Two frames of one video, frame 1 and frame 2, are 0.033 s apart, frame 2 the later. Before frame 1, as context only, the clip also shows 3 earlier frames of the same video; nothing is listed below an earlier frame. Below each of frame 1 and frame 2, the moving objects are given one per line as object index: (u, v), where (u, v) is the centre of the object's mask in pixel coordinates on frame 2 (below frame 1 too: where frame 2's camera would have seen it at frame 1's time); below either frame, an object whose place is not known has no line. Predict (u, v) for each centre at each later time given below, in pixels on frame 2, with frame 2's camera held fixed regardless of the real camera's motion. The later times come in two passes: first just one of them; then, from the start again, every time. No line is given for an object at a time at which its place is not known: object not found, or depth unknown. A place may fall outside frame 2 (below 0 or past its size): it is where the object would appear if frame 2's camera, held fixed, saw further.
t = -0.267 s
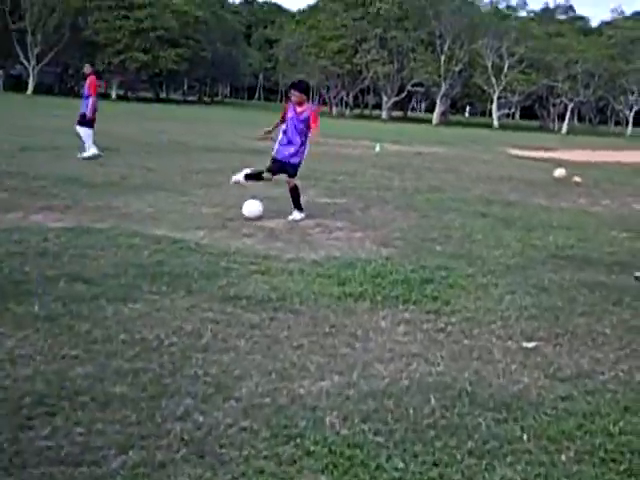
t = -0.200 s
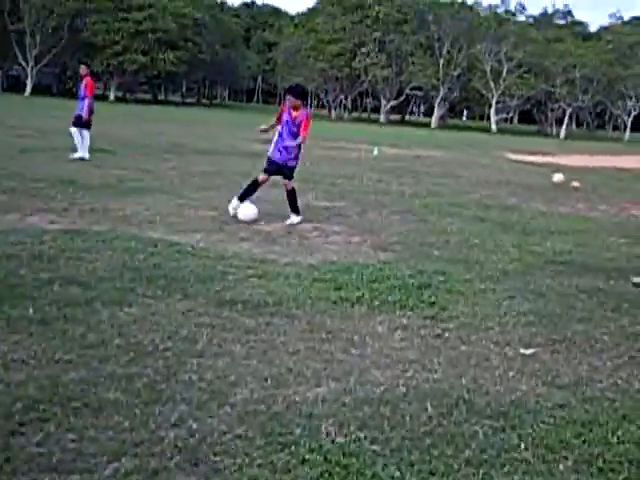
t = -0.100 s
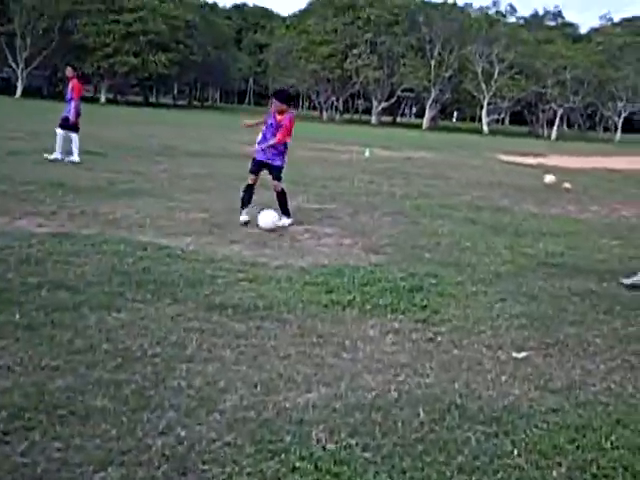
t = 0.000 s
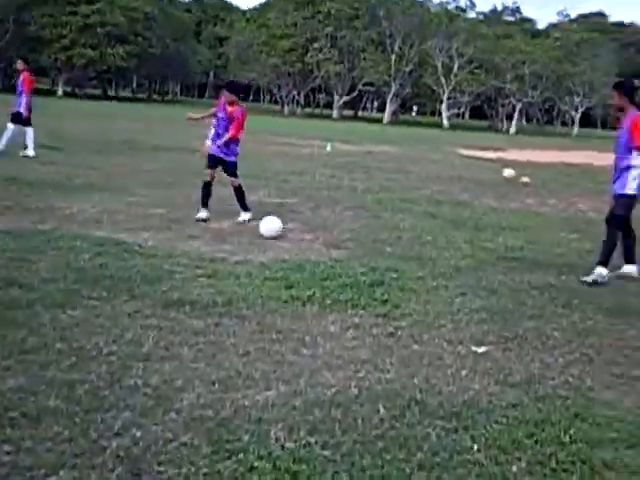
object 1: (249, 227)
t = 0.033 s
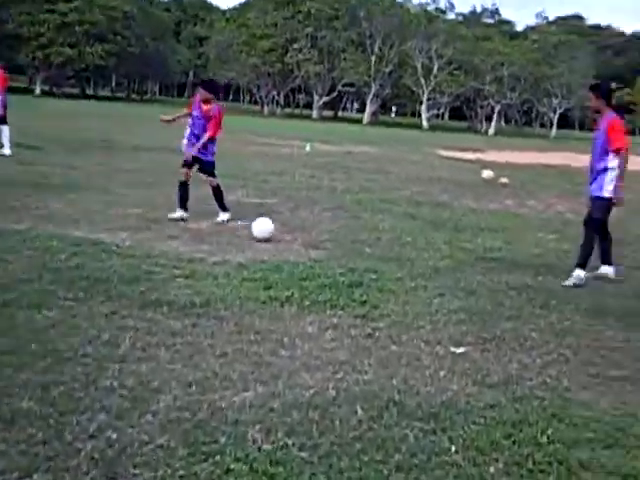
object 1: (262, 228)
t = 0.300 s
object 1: (356, 234)
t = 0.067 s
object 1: (276, 229)
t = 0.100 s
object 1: (289, 231)
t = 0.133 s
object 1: (303, 235)
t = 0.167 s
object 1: (316, 239)
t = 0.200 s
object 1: (327, 239)
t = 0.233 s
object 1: (336, 236)
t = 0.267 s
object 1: (346, 234)
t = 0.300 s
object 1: (356, 234)
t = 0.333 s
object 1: (365, 235)
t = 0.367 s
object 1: (375, 237)
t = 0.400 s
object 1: (385, 241)
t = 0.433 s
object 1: (395, 246)
